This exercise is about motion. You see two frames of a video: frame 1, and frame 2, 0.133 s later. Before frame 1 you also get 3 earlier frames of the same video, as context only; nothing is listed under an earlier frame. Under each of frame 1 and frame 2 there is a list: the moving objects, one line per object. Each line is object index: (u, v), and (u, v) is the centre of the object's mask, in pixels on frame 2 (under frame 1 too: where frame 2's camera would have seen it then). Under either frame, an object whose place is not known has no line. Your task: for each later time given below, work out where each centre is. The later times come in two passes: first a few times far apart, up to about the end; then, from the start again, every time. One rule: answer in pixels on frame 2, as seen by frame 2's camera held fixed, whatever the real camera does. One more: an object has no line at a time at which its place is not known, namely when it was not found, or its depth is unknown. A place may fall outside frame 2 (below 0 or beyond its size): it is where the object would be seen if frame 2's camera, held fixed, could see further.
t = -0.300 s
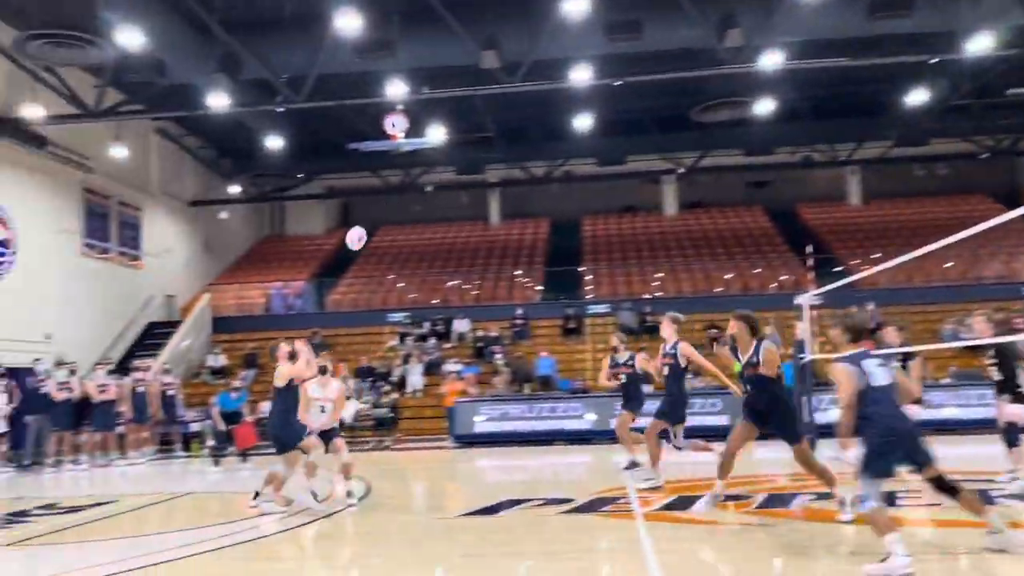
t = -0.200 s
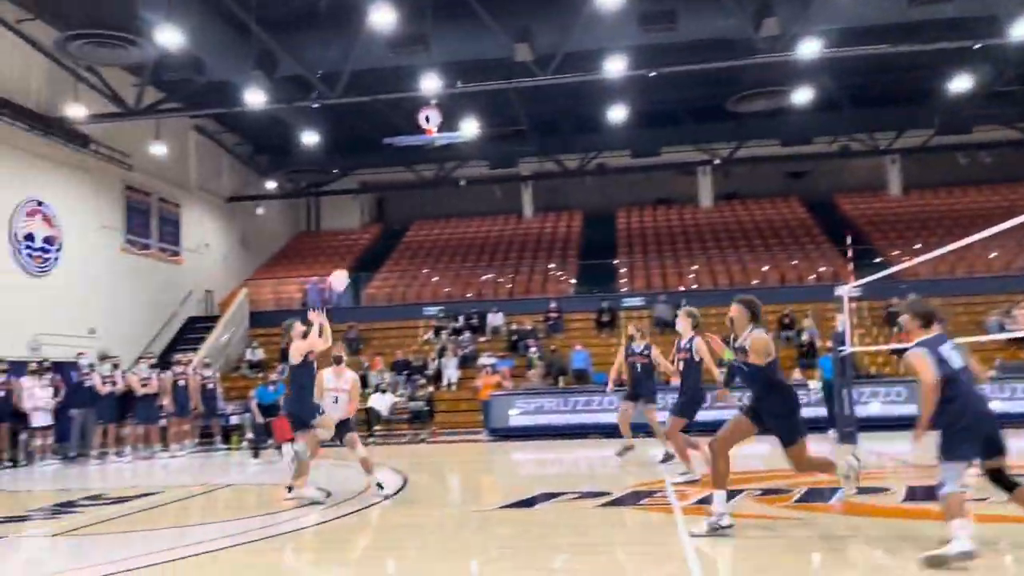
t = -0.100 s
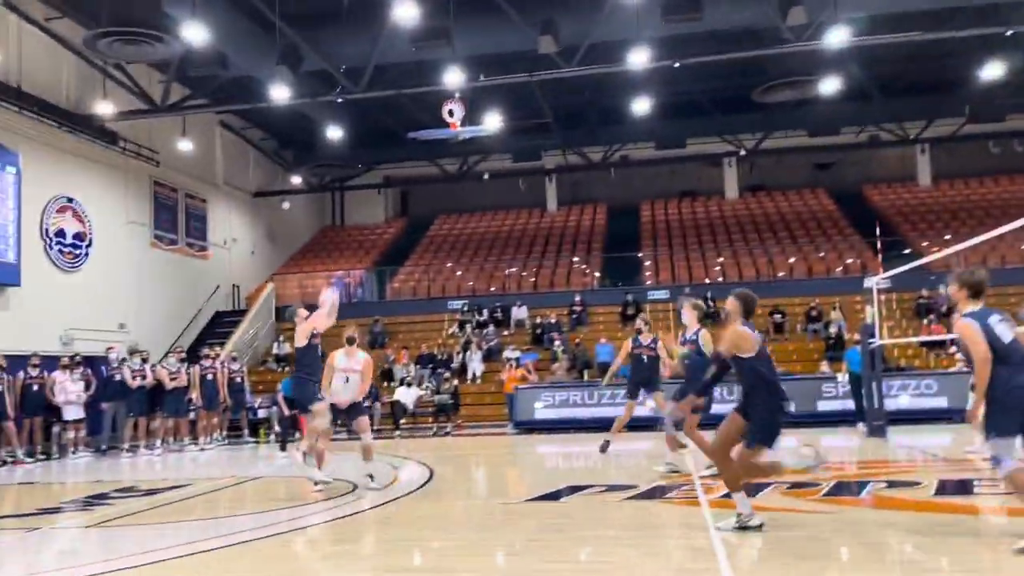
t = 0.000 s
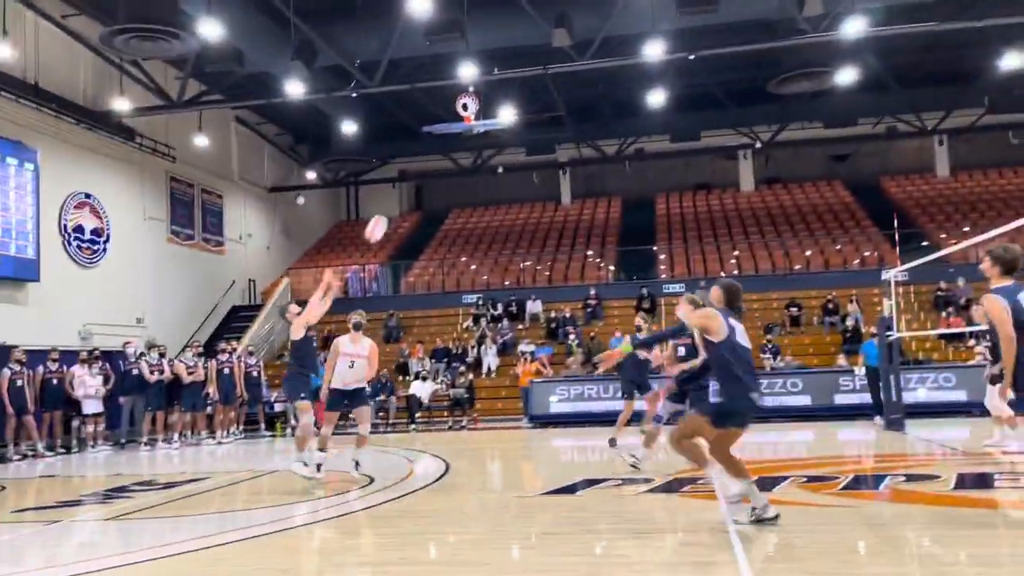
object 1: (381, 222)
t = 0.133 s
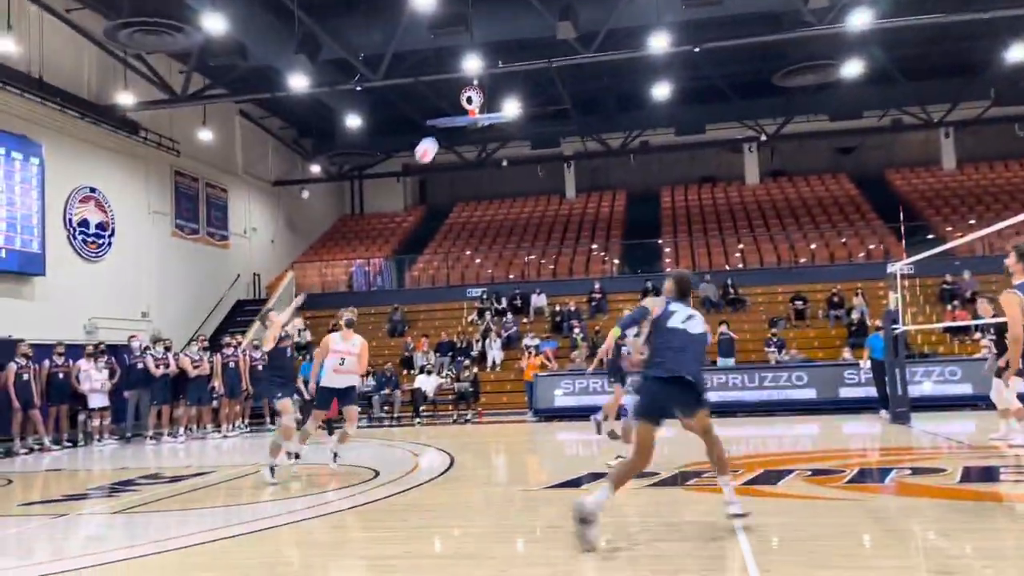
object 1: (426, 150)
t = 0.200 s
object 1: (449, 119)
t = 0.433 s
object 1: (525, 44)
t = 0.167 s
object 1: (437, 134)
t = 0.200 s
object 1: (449, 119)
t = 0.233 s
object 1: (459, 106)
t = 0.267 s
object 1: (471, 95)
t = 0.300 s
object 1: (482, 81)
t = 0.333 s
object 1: (493, 71)
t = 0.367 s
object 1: (504, 61)
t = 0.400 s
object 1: (515, 52)
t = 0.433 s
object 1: (525, 44)
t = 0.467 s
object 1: (536, 37)
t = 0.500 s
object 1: (548, 31)
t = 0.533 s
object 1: (559, 27)
